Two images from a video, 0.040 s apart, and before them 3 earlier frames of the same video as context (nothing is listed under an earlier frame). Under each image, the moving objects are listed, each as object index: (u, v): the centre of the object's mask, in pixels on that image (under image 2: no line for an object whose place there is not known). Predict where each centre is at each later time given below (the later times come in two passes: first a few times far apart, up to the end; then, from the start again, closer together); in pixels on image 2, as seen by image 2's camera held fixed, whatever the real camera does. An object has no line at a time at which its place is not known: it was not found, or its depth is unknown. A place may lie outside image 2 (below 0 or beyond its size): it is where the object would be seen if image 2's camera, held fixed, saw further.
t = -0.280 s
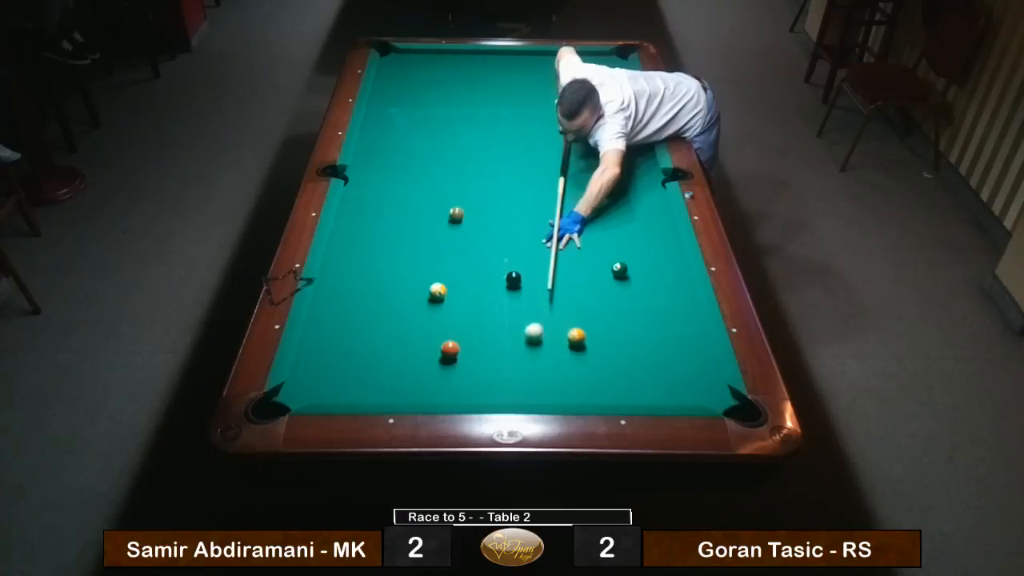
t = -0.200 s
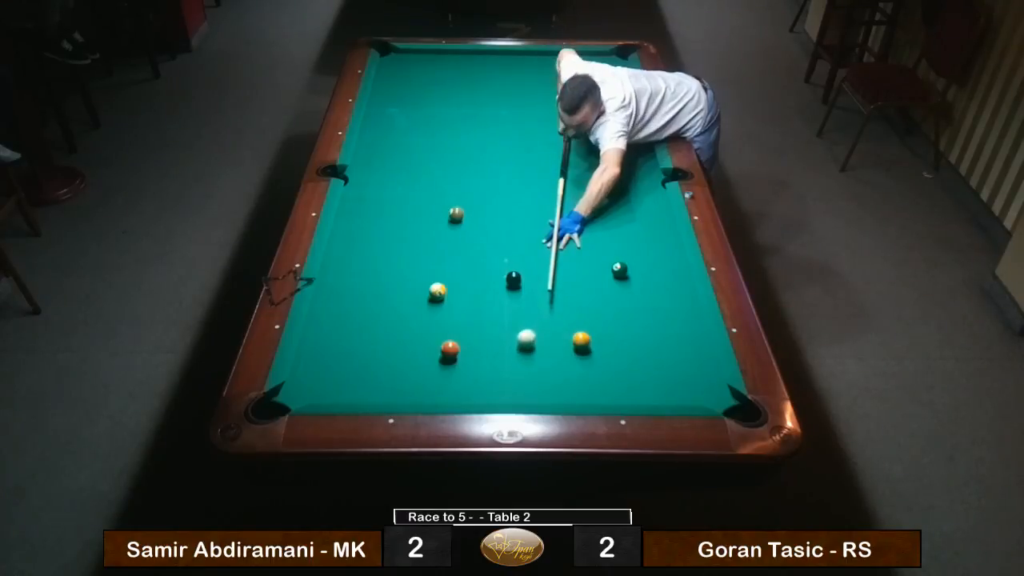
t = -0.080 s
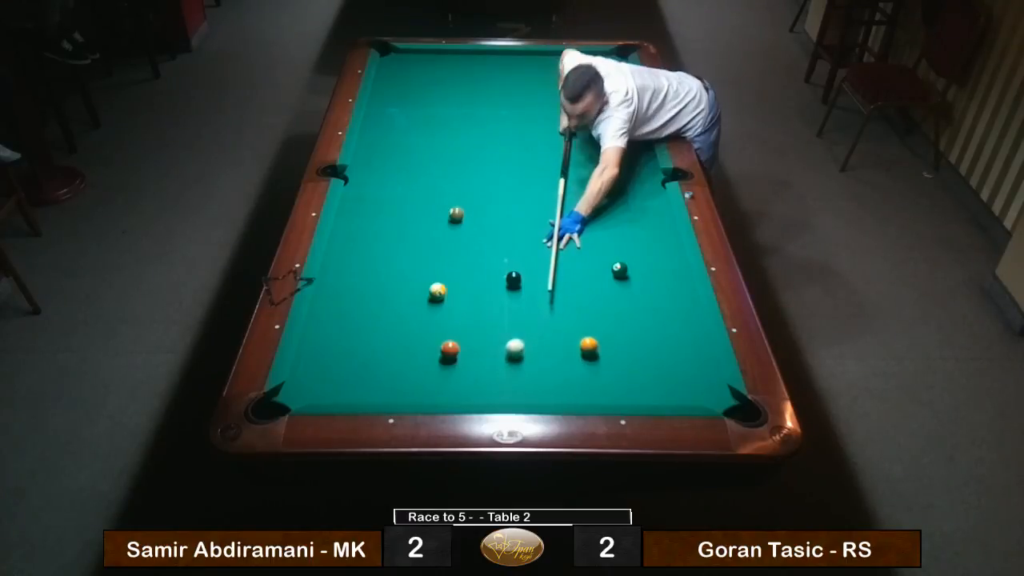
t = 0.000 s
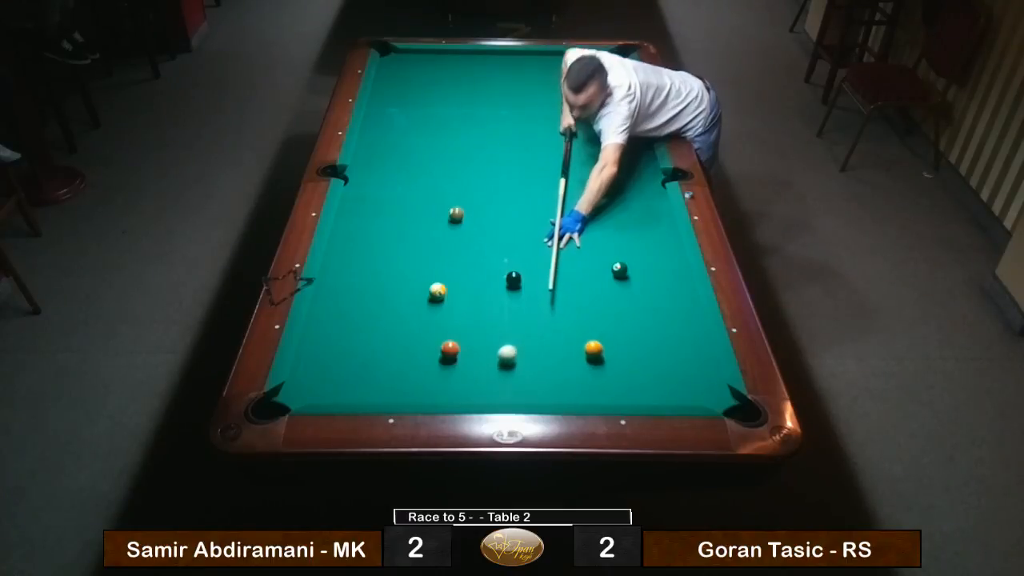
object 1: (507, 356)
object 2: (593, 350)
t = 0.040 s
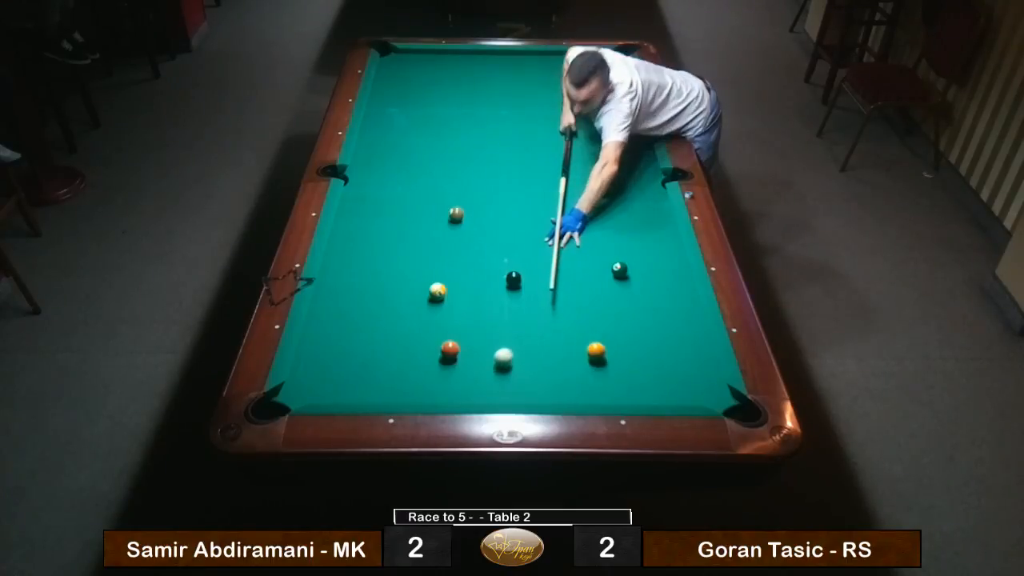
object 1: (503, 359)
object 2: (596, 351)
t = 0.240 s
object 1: (484, 376)
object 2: (608, 360)
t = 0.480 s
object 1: (461, 392)
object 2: (621, 369)
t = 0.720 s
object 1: (443, 388)
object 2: (634, 378)
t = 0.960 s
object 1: (428, 377)
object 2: (645, 385)
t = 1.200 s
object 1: (414, 368)
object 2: (656, 392)
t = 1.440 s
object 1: (402, 359)
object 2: (665, 396)
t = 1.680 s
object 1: (391, 352)
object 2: (668, 394)
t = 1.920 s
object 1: (381, 345)
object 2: (671, 393)
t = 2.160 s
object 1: (372, 339)
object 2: (673, 392)
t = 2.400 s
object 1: (364, 335)
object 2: (673, 392)
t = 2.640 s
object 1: (358, 330)
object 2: (673, 392)
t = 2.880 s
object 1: (352, 327)
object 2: (673, 392)
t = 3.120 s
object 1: (348, 325)
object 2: (673, 392)
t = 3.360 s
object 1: (344, 323)
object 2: (673, 392)
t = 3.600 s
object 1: (341, 322)
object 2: (673, 392)
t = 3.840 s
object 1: (339, 322)
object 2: (673, 392)
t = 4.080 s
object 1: (339, 322)
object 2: (673, 392)
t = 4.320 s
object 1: (339, 322)
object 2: (673, 392)
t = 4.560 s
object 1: (339, 322)
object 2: (673, 392)
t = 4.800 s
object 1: (339, 322)
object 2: (673, 392)
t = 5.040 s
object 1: (339, 322)
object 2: (673, 392)
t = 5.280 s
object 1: (339, 322)
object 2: (673, 392)
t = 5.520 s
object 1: (339, 322)
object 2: (673, 392)
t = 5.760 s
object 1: (339, 322)
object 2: (673, 392)
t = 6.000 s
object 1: (339, 322)
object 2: (673, 392)
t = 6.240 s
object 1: (339, 322)
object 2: (673, 392)
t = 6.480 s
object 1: (339, 322)
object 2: (673, 393)
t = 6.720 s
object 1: (339, 322)
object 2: (673, 393)
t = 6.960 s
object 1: (339, 322)
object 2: (673, 393)
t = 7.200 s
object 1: (339, 322)
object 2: (673, 393)
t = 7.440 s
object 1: (339, 322)
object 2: (673, 393)
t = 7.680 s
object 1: (339, 322)
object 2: (673, 392)
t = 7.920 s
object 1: (339, 322)
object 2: (673, 392)
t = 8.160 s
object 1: (339, 322)
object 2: (673, 392)
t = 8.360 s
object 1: (339, 322)
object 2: (673, 392)
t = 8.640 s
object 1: (339, 322)
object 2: (673, 392)
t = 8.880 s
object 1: (339, 322)
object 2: (673, 392)
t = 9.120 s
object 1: (339, 322)
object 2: (673, 392)
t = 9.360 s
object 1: (339, 322)
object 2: (673, 392)
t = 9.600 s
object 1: (339, 322)
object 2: (673, 392)
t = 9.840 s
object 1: (339, 322)
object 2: (673, 392)
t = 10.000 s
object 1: (339, 322)
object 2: (673, 392)
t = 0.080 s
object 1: (499, 362)
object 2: (598, 353)
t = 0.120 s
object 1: (496, 366)
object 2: (601, 355)
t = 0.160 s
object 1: (492, 369)
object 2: (603, 356)
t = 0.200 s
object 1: (488, 372)
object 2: (605, 358)
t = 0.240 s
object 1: (484, 376)
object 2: (608, 360)
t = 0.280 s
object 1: (480, 379)
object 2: (610, 362)
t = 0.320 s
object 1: (476, 383)
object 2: (612, 363)
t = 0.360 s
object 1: (473, 385)
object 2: (615, 364)
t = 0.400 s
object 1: (469, 387)
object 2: (617, 366)
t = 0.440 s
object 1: (465, 391)
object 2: (619, 367)
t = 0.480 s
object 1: (461, 392)
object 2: (621, 369)
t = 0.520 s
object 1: (458, 394)
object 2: (623, 371)
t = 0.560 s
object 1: (454, 395)
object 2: (625, 372)
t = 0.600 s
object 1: (451, 393)
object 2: (628, 374)
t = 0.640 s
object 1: (448, 392)
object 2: (630, 375)
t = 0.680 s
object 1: (446, 391)
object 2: (632, 376)
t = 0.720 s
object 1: (443, 388)
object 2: (634, 378)
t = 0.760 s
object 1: (441, 386)
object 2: (636, 379)
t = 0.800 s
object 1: (438, 384)
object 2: (638, 381)
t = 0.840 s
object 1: (435, 382)
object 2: (640, 381)
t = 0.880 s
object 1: (433, 380)
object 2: (642, 383)
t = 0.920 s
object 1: (430, 379)
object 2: (643, 384)
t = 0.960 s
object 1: (428, 377)
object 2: (645, 385)
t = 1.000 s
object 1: (425, 376)
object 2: (647, 387)
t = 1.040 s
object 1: (423, 374)
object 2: (649, 388)
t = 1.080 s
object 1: (421, 372)
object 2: (651, 389)
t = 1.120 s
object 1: (419, 370)
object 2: (652, 390)
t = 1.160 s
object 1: (417, 369)
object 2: (654, 391)
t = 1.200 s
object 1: (414, 368)
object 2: (656, 392)
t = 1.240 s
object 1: (412, 366)
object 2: (657, 393)
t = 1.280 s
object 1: (410, 365)
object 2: (659, 394)
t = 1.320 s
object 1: (408, 364)
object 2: (661, 395)
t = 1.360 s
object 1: (406, 362)
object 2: (662, 396)
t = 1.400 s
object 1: (404, 361)
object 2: (664, 397)
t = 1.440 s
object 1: (402, 359)
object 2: (665, 396)
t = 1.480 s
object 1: (400, 358)
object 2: (666, 396)
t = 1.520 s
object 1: (398, 356)
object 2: (666, 396)
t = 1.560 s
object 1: (396, 355)
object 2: (667, 395)
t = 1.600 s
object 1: (394, 354)
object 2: (667, 395)
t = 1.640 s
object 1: (393, 353)
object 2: (668, 395)
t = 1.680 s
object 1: (391, 352)
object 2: (668, 394)
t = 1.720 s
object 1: (389, 350)
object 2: (669, 394)
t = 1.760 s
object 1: (387, 349)
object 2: (669, 394)
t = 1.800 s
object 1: (386, 348)
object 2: (670, 394)
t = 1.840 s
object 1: (384, 347)
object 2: (670, 393)
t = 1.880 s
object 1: (382, 346)
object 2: (671, 393)
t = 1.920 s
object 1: (381, 345)
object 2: (671, 393)
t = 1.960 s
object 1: (379, 344)
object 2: (672, 393)
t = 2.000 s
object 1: (378, 343)
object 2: (672, 393)
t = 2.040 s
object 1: (376, 342)
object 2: (672, 393)
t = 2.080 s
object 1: (375, 341)
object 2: (673, 393)
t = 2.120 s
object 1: (373, 340)
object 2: (673, 393)
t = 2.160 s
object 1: (372, 339)
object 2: (673, 392)
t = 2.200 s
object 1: (370, 339)
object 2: (673, 392)
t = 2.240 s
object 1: (369, 338)
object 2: (673, 392)
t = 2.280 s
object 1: (368, 337)
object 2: (673, 392)
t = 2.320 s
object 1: (367, 336)
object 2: (673, 392)
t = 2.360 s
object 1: (365, 335)
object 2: (673, 392)
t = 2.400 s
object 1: (364, 335)
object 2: (673, 392)
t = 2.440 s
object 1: (363, 334)
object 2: (673, 392)
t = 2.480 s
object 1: (362, 333)
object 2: (673, 392)
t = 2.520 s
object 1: (361, 332)
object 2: (673, 392)
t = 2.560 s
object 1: (360, 332)
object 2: (673, 392)
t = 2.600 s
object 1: (359, 331)
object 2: (673, 392)
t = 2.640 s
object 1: (358, 330)
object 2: (673, 392)
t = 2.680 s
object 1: (357, 330)
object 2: (673, 392)
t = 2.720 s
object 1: (356, 329)
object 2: (673, 392)
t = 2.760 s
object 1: (355, 329)
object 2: (673, 392)
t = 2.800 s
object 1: (354, 328)
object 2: (673, 392)
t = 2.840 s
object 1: (353, 328)
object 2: (673, 392)
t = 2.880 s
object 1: (352, 327)
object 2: (673, 392)
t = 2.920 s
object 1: (351, 327)
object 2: (673, 392)
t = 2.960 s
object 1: (350, 326)
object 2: (673, 392)
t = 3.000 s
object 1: (350, 326)
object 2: (673, 392)
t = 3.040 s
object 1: (349, 325)
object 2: (673, 392)
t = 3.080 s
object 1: (348, 325)
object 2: (673, 392)
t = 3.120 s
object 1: (348, 325)
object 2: (673, 392)
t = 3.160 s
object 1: (347, 324)
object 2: (673, 392)
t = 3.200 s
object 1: (346, 324)
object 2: (673, 392)
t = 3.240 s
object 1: (346, 324)
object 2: (673, 392)
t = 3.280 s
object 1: (345, 323)
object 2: (673, 392)
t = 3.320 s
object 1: (345, 323)
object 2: (673, 392)
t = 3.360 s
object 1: (344, 323)
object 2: (673, 392)
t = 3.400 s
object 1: (344, 323)
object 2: (673, 392)
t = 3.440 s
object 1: (343, 322)
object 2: (673, 392)
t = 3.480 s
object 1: (342, 322)
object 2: (673, 392)
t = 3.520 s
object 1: (342, 322)
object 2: (673, 392)
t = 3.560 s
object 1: (342, 322)
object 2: (673, 392)
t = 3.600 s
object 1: (341, 322)
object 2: (673, 392)
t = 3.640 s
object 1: (341, 322)
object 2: (673, 392)
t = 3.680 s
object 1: (341, 322)
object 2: (673, 392)
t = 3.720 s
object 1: (340, 322)
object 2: (673, 392)
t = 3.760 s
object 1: (340, 322)
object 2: (673, 392)
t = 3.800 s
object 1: (340, 322)
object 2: (673, 392)
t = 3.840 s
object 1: (339, 322)
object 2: (673, 392)
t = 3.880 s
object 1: (339, 322)
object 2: (673, 392)
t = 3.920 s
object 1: (339, 322)
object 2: (673, 392)
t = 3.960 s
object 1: (339, 322)
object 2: (673, 392)
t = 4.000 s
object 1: (339, 322)
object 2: (673, 392)
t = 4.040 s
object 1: (339, 322)
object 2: (673, 392)
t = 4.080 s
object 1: (339, 322)
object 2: (673, 392)
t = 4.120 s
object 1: (339, 322)
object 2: (673, 392)
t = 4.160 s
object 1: (339, 322)
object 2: (673, 392)
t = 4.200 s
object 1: (339, 322)
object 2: (673, 392)
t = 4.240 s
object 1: (339, 322)
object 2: (673, 392)
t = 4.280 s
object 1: (339, 322)
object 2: (673, 392)
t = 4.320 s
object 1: (339, 322)
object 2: (673, 392)
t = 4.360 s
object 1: (339, 322)
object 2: (673, 392)
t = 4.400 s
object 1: (339, 322)
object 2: (673, 392)
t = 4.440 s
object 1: (339, 322)
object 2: (673, 392)
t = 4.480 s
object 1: (339, 322)
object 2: (673, 392)
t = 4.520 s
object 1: (339, 322)
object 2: (673, 392)
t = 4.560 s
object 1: (339, 322)
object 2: (673, 392)
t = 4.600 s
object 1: (339, 322)
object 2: (673, 392)
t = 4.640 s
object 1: (339, 322)
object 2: (673, 392)
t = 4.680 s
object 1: (339, 322)
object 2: (673, 392)
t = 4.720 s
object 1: (339, 322)
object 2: (673, 392)
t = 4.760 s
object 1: (339, 322)
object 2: (673, 392)
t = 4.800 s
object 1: (339, 322)
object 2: (673, 392)
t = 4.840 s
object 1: (339, 322)
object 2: (673, 392)
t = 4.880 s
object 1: (339, 322)
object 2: (673, 392)
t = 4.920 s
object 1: (339, 322)
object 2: (673, 392)
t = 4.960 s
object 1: (339, 322)
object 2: (673, 392)
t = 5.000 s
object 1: (339, 322)
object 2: (673, 392)
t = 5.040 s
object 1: (339, 322)
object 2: (673, 392)
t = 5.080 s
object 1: (339, 322)
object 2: (673, 392)
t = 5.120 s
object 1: (339, 322)
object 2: (673, 392)
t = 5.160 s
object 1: (339, 322)
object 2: (673, 392)
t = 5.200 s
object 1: (339, 322)
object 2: (673, 392)
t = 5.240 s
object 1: (339, 322)
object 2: (673, 392)
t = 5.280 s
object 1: (339, 322)
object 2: (673, 392)
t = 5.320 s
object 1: (339, 322)
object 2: (673, 392)
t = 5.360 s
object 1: (339, 322)
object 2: (673, 392)
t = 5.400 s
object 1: (339, 322)
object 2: (673, 392)
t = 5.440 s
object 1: (339, 322)
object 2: (673, 392)
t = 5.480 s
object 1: (339, 322)
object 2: (673, 392)
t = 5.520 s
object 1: (339, 322)
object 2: (673, 392)
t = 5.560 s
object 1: (339, 322)
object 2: (673, 392)
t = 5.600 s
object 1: (339, 322)
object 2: (673, 392)
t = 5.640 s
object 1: (339, 322)
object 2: (673, 392)
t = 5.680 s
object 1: (339, 322)
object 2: (673, 392)
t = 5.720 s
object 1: (339, 322)
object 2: (673, 392)
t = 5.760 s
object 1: (339, 322)
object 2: (673, 392)
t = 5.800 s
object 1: (339, 322)
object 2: (673, 392)
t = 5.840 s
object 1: (339, 322)
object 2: (673, 392)
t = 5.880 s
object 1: (339, 322)
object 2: (673, 392)
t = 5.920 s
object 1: (339, 322)
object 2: (673, 392)
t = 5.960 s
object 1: (339, 322)
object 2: (673, 392)
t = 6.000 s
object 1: (339, 322)
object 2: (673, 392)
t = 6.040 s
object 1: (339, 322)
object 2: (673, 392)
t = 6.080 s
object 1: (339, 322)
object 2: (673, 392)
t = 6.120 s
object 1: (339, 322)
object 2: (673, 392)
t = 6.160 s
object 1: (339, 322)
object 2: (673, 392)
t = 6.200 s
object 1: (339, 322)
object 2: (673, 392)
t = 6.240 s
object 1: (339, 322)
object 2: (673, 392)
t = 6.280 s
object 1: (339, 322)
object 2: (673, 392)
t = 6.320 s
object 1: (339, 322)
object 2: (673, 393)
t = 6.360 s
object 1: (339, 322)
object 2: (673, 393)
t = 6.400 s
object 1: (339, 322)
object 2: (673, 393)
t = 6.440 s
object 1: (339, 322)
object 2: (673, 392)
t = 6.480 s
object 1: (339, 322)
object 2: (673, 393)
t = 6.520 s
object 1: (339, 322)
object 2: (673, 393)
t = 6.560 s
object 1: (339, 322)
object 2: (673, 393)
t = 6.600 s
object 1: (339, 322)
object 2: (673, 393)
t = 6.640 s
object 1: (339, 322)
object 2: (673, 393)
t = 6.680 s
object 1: (339, 322)
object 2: (673, 392)
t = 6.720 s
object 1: (339, 322)
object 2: (673, 393)
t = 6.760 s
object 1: (339, 322)
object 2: (673, 393)
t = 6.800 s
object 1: (339, 322)
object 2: (673, 393)
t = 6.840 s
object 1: (339, 322)
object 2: (673, 392)
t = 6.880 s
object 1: (339, 322)
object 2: (673, 393)
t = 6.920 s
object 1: (339, 322)
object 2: (673, 393)
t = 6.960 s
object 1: (339, 322)
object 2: (673, 393)
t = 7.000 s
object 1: (339, 322)
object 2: (673, 393)
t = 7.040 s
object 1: (339, 322)
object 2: (673, 393)
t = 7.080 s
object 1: (339, 322)
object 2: (673, 393)
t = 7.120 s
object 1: (339, 322)
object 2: (673, 393)
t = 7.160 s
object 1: (339, 322)
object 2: (673, 393)
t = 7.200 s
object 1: (339, 322)
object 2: (673, 393)
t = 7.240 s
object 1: (339, 322)
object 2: (673, 393)
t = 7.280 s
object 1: (339, 322)
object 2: (673, 393)
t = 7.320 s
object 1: (339, 322)
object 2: (673, 393)
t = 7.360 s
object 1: (339, 322)
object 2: (673, 393)
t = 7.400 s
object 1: (339, 322)
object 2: (673, 393)
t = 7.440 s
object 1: (339, 322)
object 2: (673, 393)
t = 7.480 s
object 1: (339, 322)
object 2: (673, 392)
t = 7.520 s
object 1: (339, 322)
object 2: (673, 392)
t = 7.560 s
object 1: (339, 322)
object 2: (673, 392)
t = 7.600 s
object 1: (339, 322)
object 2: (673, 392)
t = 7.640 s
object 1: (339, 322)
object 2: (673, 392)
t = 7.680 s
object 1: (339, 322)
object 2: (673, 392)
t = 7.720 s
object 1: (339, 322)
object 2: (673, 392)
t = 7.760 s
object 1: (339, 322)
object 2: (673, 392)
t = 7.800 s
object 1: (339, 322)
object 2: (673, 392)
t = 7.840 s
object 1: (339, 322)
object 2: (673, 392)
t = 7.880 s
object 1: (339, 322)
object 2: (673, 392)
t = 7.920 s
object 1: (339, 322)
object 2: (673, 392)
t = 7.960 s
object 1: (339, 322)
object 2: (673, 392)
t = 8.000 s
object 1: (339, 322)
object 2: (673, 392)
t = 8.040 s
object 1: (339, 322)
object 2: (673, 392)
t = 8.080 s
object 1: (339, 322)
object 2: (673, 392)
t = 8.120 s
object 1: (339, 322)
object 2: (673, 392)
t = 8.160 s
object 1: (339, 322)
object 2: (673, 392)
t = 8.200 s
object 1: (339, 322)
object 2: (673, 392)
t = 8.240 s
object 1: (339, 322)
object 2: (673, 392)
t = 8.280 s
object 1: (339, 322)
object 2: (673, 392)
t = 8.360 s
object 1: (339, 322)
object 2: (673, 392)
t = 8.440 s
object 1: (339, 322)
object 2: (673, 392)
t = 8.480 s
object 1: (339, 322)
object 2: (673, 392)
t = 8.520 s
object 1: (339, 322)
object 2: (673, 392)
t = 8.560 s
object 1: (339, 322)
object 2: (673, 392)
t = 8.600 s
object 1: (339, 322)
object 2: (673, 392)
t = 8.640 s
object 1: (339, 322)
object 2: (673, 392)
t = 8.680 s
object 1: (339, 322)
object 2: (673, 392)
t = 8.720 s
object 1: (339, 322)
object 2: (673, 392)
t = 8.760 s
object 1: (339, 322)
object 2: (673, 392)
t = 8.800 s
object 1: (339, 322)
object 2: (673, 392)
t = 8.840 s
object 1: (339, 322)
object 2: (673, 392)
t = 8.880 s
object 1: (339, 322)
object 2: (673, 392)
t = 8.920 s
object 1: (339, 322)
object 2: (673, 392)
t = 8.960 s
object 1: (339, 322)
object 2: (673, 392)
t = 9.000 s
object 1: (339, 322)
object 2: (673, 392)
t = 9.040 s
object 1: (339, 322)
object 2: (673, 392)
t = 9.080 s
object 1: (339, 322)
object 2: (673, 392)
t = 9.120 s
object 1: (339, 322)
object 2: (673, 392)
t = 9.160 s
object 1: (339, 322)
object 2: (673, 392)
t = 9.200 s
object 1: (339, 322)
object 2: (673, 392)
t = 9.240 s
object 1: (339, 322)
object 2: (673, 392)
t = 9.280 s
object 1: (339, 322)
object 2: (673, 392)
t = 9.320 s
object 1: (339, 322)
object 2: (673, 392)
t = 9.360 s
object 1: (339, 322)
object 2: (673, 392)
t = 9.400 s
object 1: (339, 322)
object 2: (673, 392)
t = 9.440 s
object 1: (339, 322)
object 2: (673, 392)
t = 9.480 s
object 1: (339, 322)
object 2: (673, 392)
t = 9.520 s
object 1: (339, 322)
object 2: (673, 392)
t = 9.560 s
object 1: (339, 322)
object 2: (673, 392)
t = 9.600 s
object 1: (339, 322)
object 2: (673, 392)
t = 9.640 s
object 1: (339, 322)
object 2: (673, 392)
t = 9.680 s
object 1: (339, 322)
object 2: (673, 392)
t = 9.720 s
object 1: (339, 322)
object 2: (673, 392)
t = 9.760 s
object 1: (339, 322)
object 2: (673, 392)
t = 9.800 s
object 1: (339, 322)
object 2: (673, 392)
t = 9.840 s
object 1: (339, 322)
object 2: (673, 392)
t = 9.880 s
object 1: (339, 322)
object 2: (673, 392)
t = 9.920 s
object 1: (339, 322)
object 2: (673, 392)
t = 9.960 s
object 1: (339, 322)
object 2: (673, 392)
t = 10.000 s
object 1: (339, 322)
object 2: (673, 392)
